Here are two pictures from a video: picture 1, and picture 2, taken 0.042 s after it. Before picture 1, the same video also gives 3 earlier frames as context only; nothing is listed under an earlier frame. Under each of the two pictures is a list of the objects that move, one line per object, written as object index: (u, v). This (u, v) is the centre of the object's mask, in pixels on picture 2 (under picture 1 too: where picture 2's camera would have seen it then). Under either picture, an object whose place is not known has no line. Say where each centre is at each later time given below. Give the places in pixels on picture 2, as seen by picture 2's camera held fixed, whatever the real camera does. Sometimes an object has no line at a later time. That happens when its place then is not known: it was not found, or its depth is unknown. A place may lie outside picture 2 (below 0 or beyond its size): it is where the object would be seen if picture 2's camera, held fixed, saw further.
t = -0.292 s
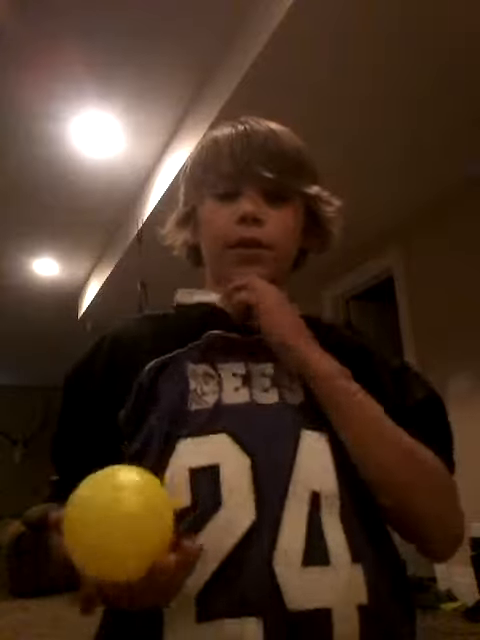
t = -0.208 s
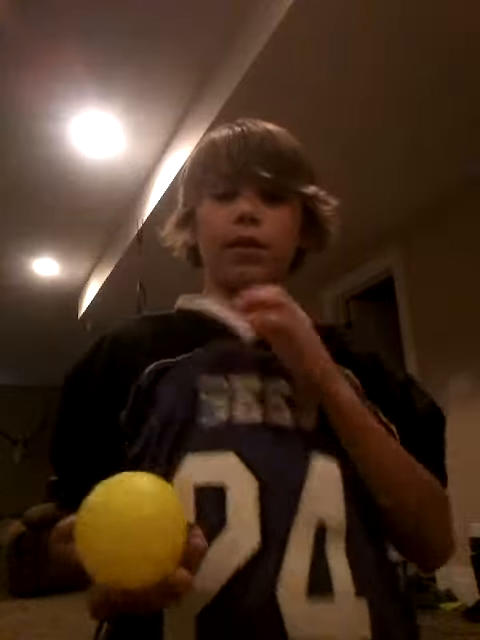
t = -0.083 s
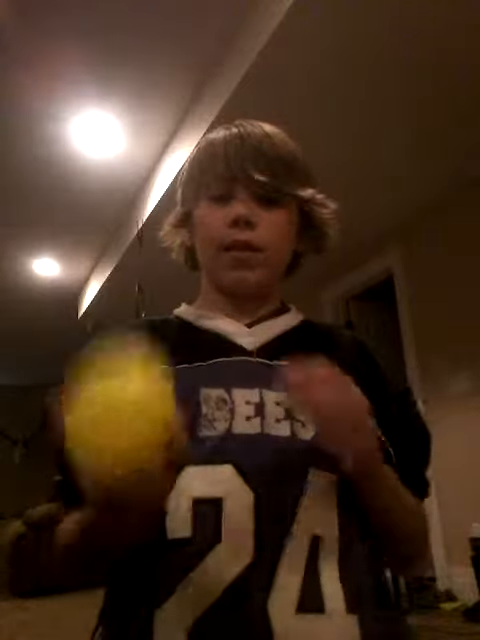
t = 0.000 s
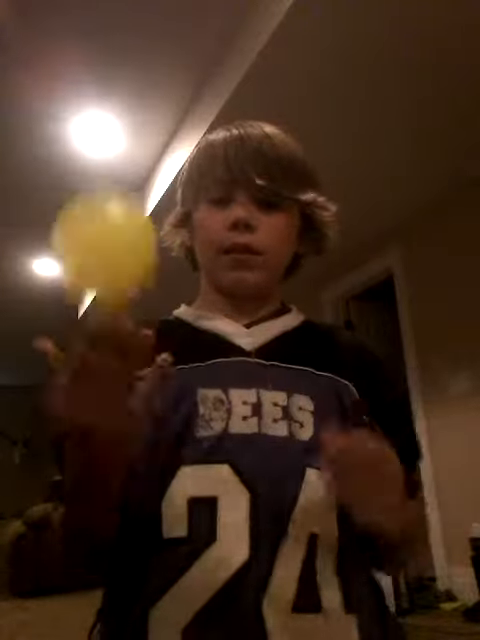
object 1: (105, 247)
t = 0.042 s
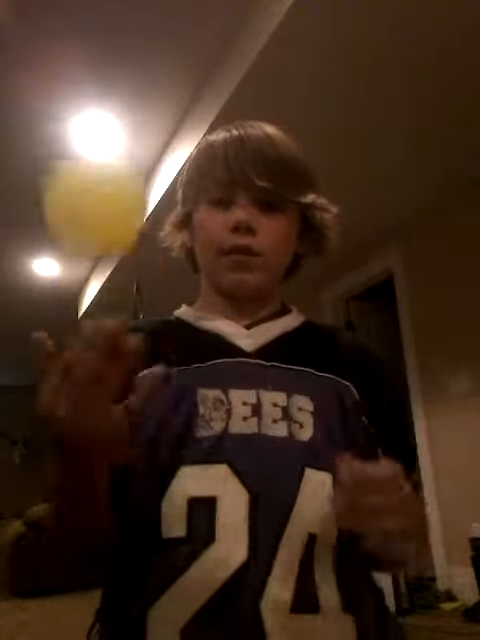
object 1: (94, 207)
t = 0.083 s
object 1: (87, 177)
